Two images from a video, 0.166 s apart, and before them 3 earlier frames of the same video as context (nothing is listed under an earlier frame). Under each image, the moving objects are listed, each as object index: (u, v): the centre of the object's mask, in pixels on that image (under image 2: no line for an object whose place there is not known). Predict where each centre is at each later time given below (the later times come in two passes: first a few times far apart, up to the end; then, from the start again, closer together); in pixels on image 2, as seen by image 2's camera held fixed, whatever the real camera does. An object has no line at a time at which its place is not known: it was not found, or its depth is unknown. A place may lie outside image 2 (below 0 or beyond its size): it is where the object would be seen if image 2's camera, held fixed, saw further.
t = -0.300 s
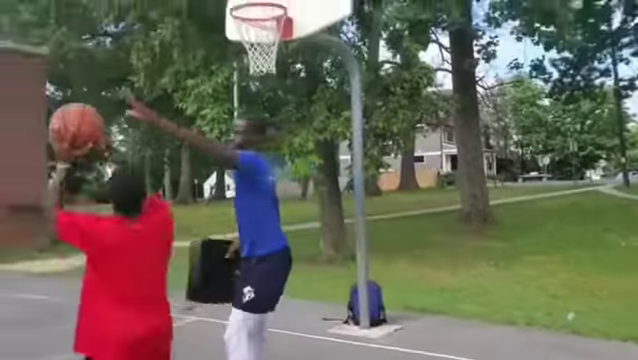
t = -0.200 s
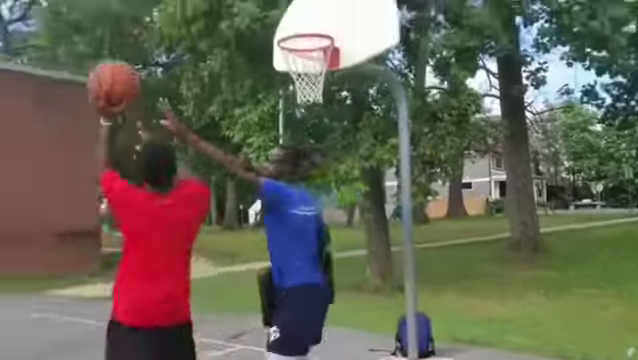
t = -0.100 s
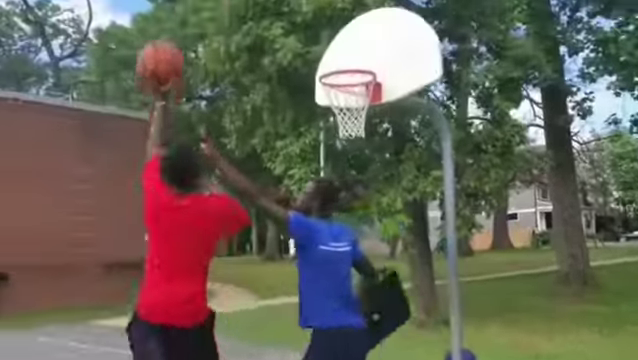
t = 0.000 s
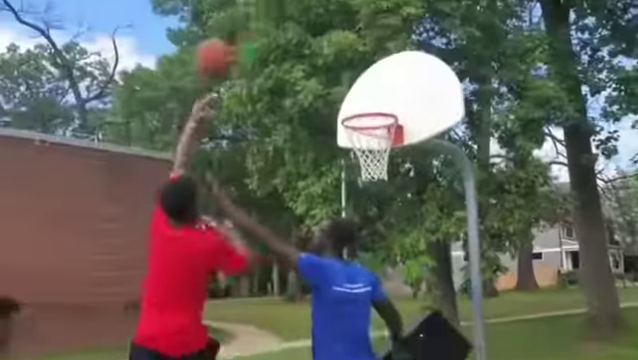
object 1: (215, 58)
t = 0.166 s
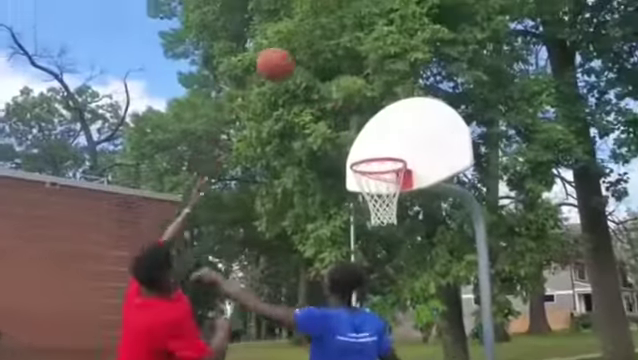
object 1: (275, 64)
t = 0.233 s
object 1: (292, 60)
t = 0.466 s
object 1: (340, 87)
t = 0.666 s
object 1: (375, 149)
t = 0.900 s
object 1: (394, 209)
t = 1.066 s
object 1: (392, 254)
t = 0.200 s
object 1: (283, 62)
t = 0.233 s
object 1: (292, 60)
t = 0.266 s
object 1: (299, 60)
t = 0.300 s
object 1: (304, 60)
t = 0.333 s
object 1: (312, 63)
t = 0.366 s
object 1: (320, 67)
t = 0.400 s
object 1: (327, 72)
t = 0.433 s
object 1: (333, 80)
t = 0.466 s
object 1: (340, 87)
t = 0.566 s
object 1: (358, 112)
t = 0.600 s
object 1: (363, 124)
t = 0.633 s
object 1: (369, 136)
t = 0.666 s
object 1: (375, 149)
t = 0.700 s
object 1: (381, 163)
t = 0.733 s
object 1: (386, 177)
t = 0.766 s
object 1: (392, 191)
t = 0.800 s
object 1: (392, 205)
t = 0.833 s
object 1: (394, 204)
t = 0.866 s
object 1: (394, 206)
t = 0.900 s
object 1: (394, 209)
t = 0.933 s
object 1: (393, 217)
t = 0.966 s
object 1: (394, 225)
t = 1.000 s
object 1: (392, 234)
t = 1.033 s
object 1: (391, 244)
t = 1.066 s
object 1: (392, 254)
